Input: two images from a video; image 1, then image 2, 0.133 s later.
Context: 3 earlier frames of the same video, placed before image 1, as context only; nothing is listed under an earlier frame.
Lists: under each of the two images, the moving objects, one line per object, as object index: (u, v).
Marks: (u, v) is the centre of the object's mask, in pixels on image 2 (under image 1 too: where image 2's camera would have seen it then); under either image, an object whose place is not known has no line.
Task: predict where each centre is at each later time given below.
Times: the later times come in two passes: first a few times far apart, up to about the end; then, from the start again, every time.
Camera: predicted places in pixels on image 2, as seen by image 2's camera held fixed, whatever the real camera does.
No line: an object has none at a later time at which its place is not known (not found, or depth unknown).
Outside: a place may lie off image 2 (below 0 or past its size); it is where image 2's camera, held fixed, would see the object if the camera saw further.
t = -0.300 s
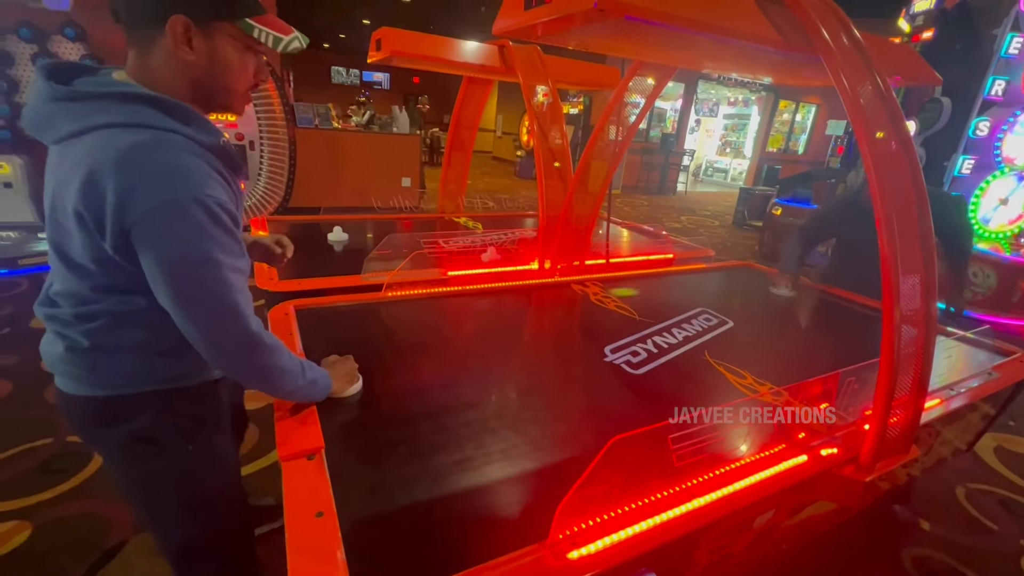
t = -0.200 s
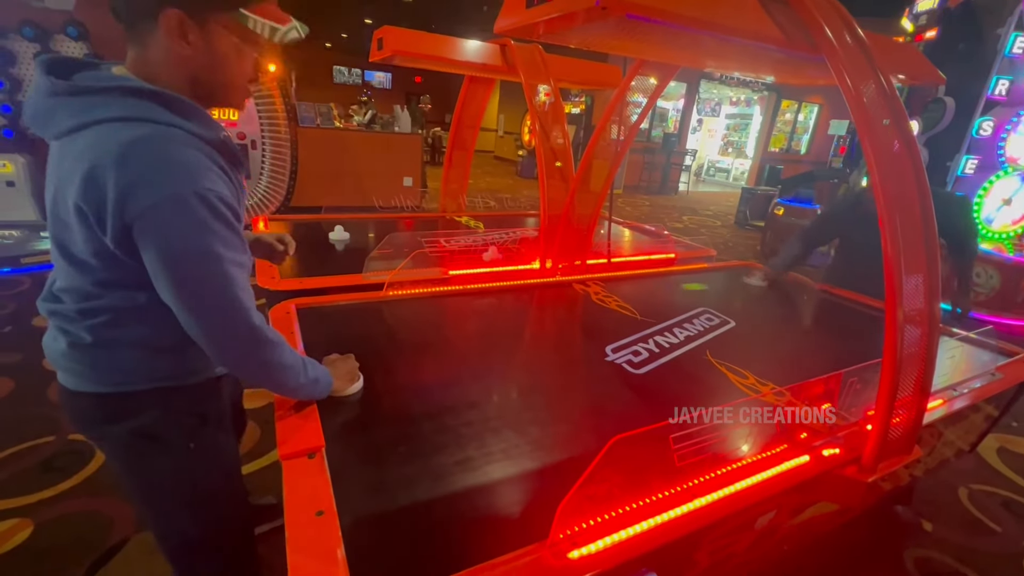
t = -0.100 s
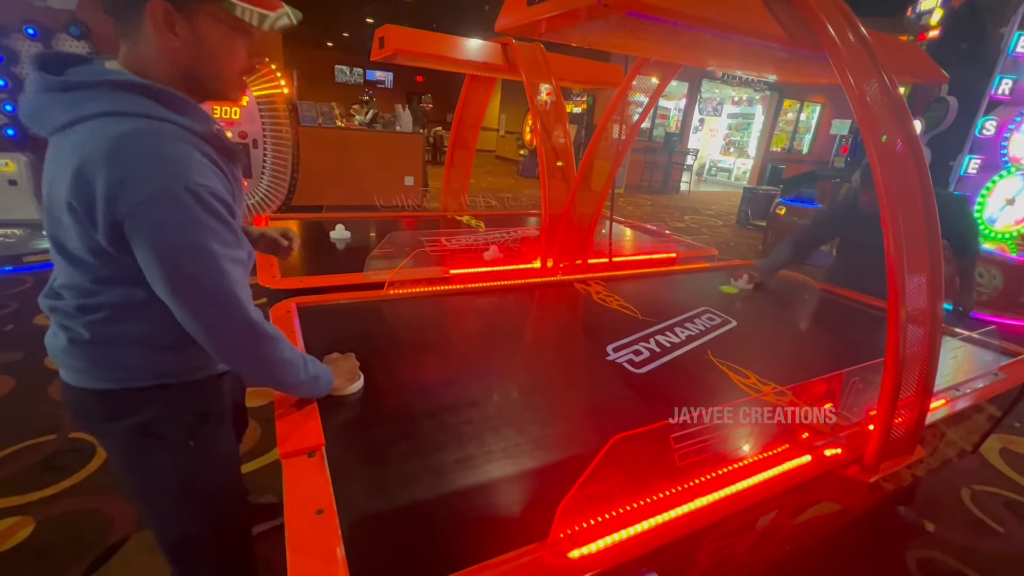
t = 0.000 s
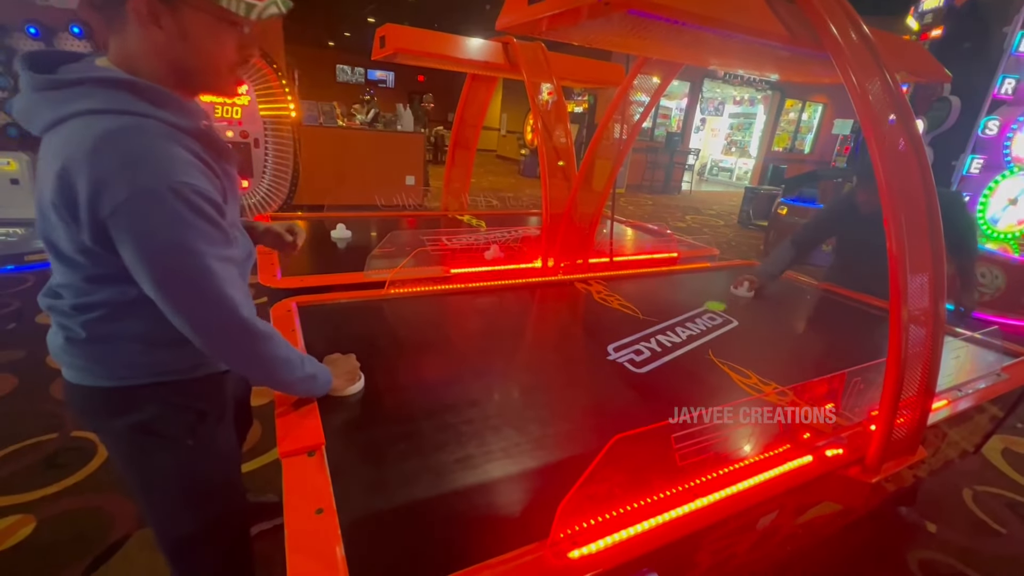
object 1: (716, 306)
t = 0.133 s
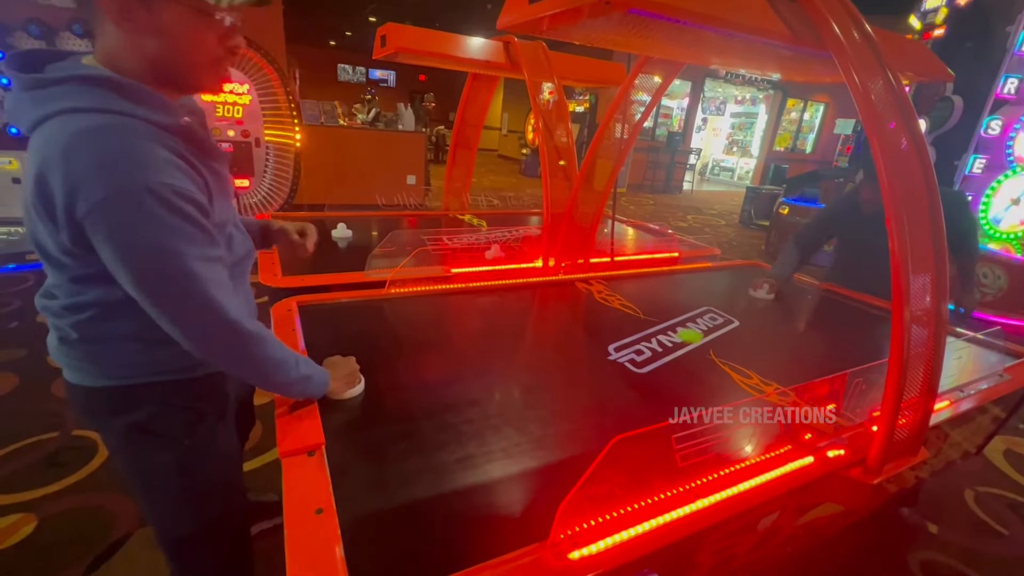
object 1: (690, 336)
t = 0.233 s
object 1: (663, 366)
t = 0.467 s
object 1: (543, 494)
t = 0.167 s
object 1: (681, 345)
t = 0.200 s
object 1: (673, 355)
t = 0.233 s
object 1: (663, 366)
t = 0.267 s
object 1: (651, 379)
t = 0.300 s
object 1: (638, 392)
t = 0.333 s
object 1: (624, 408)
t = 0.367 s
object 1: (608, 424)
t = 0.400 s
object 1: (588, 444)
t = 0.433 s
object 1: (567, 467)
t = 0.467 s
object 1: (543, 494)
